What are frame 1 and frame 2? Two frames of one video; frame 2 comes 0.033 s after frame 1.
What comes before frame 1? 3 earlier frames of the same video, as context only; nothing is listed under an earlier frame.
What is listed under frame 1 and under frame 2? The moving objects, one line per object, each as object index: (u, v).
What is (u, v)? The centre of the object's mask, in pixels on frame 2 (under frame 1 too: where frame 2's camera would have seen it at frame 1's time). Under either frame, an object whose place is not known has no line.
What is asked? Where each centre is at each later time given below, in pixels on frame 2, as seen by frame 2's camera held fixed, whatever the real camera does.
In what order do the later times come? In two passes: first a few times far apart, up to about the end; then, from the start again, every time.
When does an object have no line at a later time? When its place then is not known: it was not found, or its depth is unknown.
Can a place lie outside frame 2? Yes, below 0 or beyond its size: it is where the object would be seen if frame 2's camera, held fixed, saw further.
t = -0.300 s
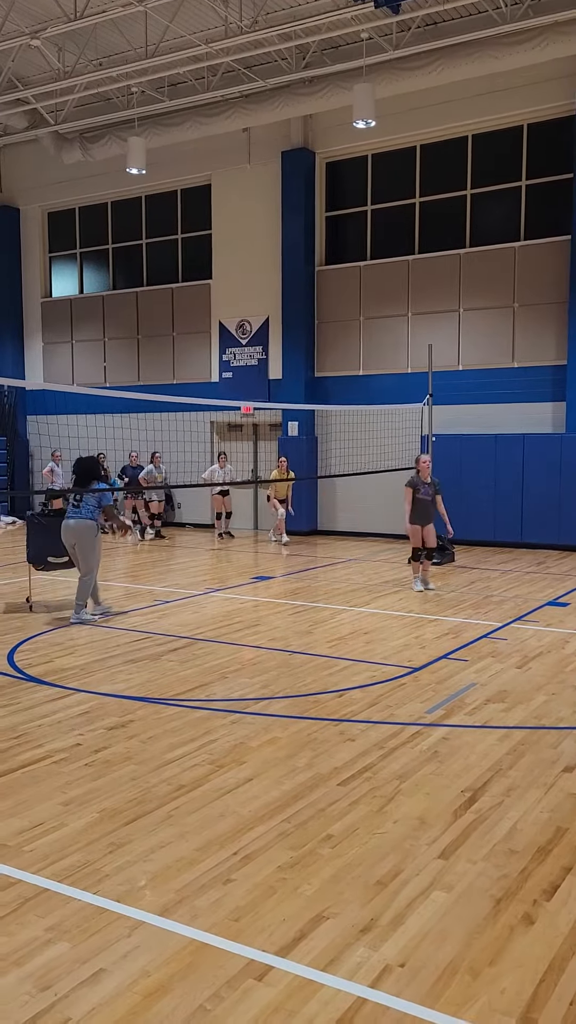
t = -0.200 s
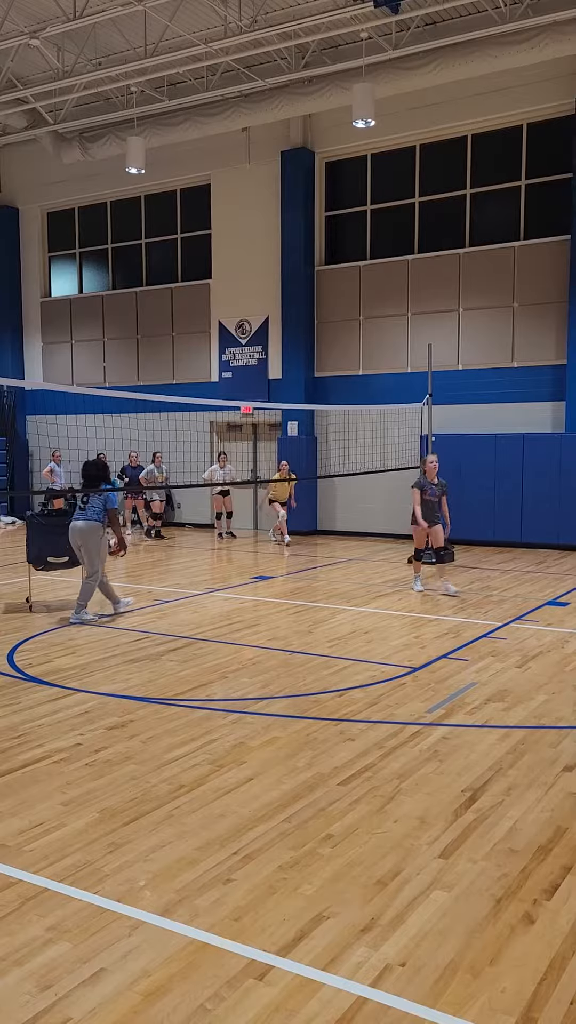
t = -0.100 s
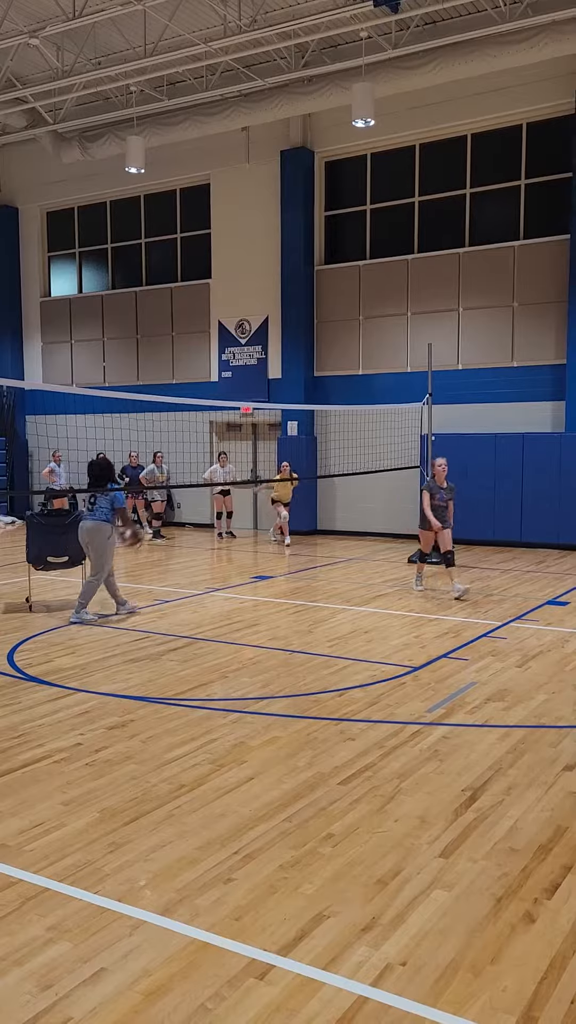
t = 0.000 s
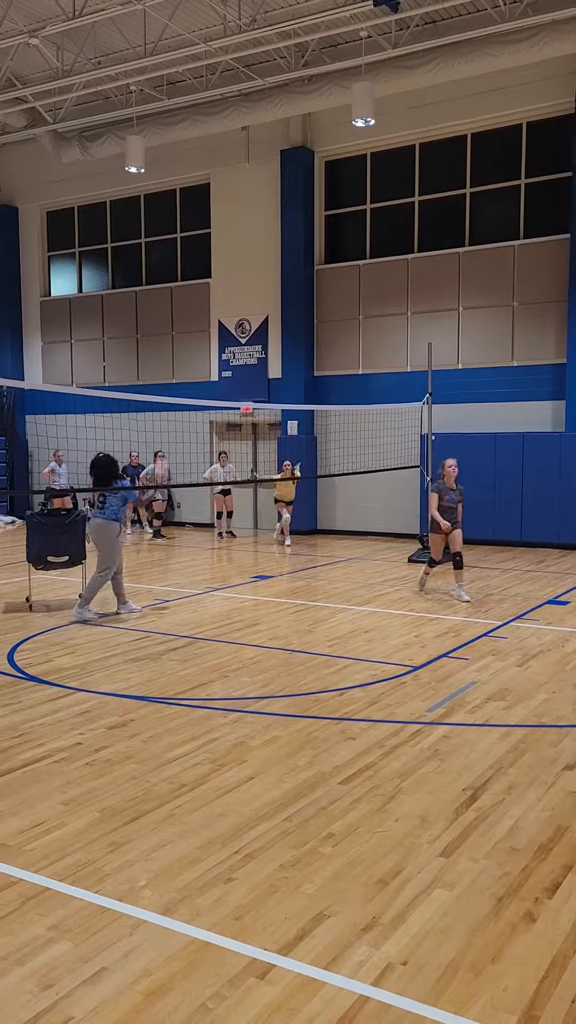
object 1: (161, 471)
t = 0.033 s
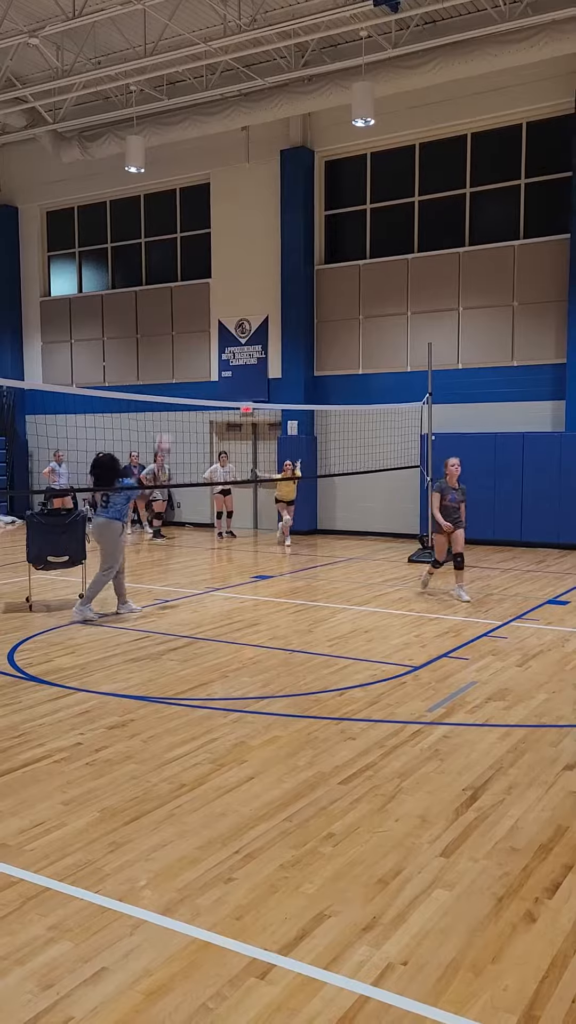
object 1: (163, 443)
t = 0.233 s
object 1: (194, 319)
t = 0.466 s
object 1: (228, 229)
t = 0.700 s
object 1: (260, 198)
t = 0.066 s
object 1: (168, 417)
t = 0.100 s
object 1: (175, 396)
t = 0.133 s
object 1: (179, 376)
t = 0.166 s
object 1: (184, 351)
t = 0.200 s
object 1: (189, 337)
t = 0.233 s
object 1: (194, 319)
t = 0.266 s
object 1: (199, 302)
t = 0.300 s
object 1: (204, 288)
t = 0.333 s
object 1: (209, 273)
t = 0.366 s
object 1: (213, 261)
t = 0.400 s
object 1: (218, 249)
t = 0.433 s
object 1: (223, 238)
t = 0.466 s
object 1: (228, 229)
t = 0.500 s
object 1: (233, 221)
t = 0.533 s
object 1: (237, 215)
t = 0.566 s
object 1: (242, 209)
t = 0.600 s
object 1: (246, 205)
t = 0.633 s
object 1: (251, 202)
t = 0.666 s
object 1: (255, 199)
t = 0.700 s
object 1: (260, 198)
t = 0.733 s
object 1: (264, 197)
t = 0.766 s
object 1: (268, 198)
